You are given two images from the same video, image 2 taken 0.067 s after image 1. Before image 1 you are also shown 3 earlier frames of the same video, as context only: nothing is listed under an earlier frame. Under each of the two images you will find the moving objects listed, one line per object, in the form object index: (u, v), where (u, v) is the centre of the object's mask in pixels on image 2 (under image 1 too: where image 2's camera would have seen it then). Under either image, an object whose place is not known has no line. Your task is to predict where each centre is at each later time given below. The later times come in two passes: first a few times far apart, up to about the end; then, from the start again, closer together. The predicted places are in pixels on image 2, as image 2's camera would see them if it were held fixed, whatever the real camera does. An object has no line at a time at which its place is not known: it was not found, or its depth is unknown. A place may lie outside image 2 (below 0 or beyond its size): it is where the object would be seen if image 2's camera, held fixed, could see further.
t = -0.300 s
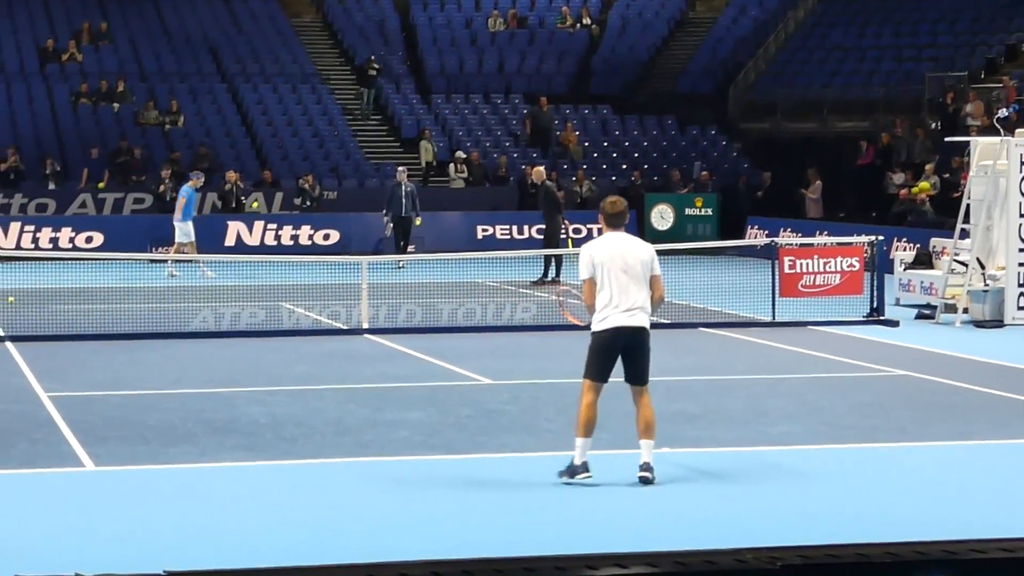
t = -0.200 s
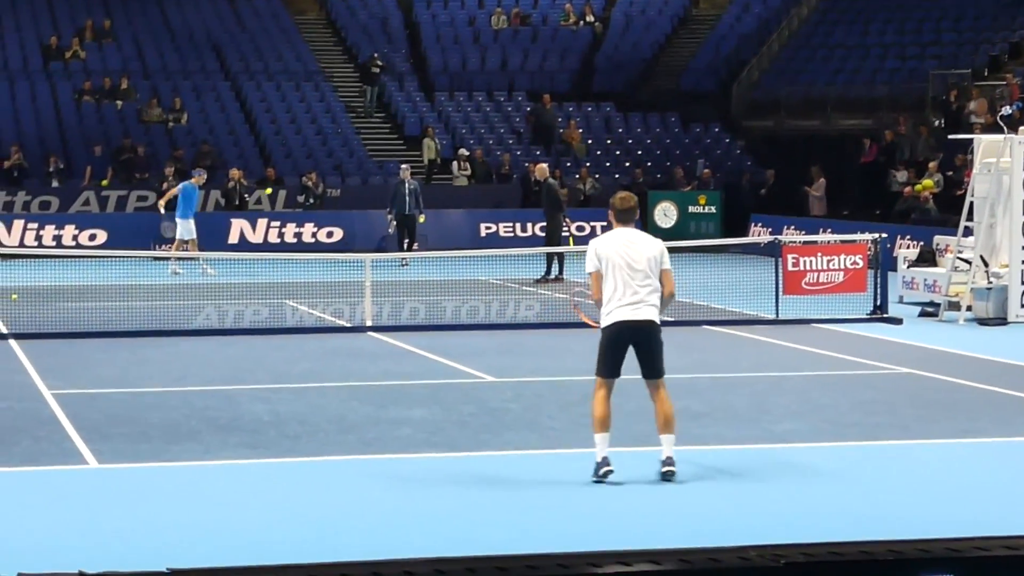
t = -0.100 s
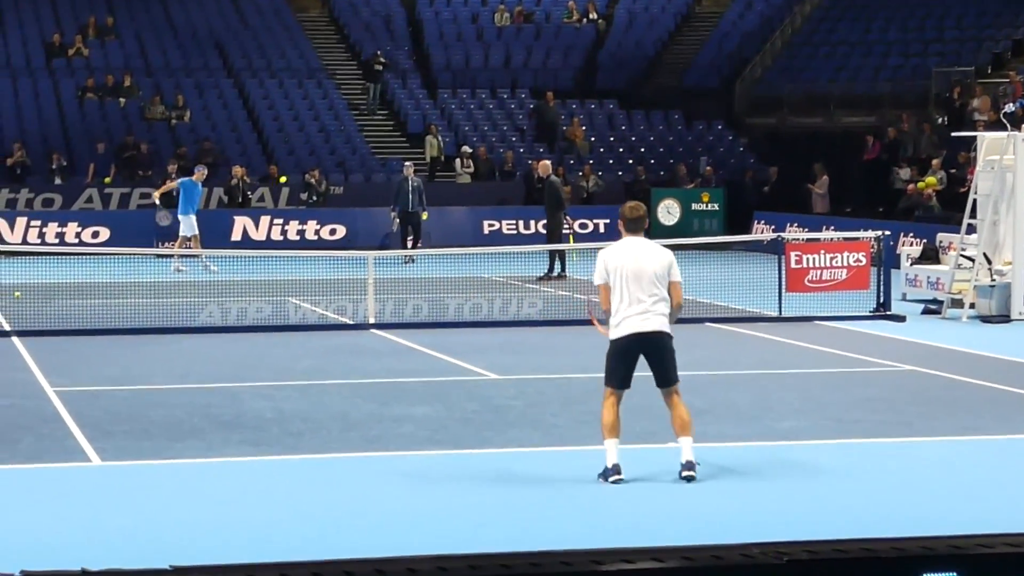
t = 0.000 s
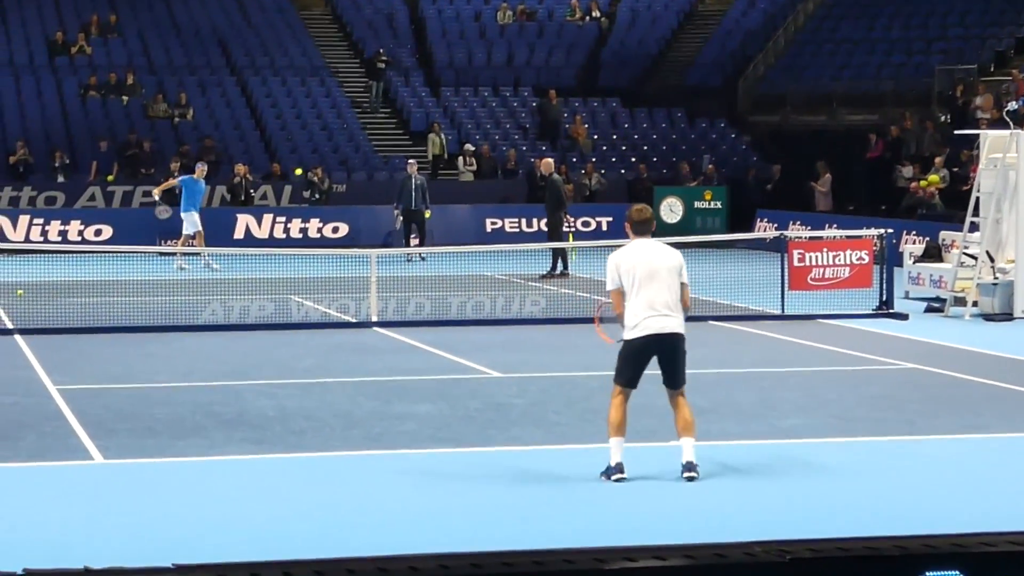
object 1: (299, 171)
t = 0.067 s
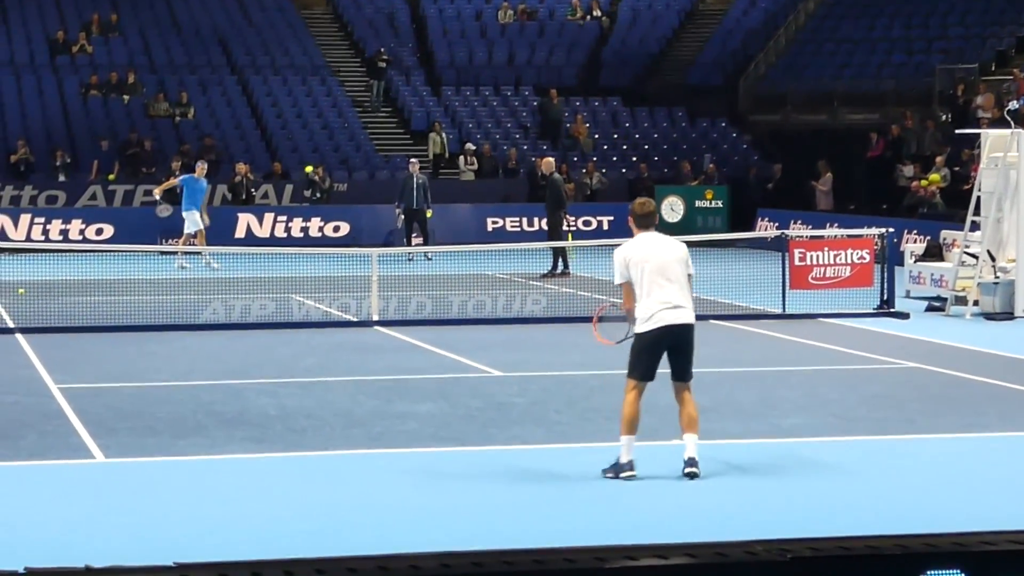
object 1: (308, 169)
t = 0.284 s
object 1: (344, 179)
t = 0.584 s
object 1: (409, 245)
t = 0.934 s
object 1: (514, 403)
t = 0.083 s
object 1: (311, 169)
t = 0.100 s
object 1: (314, 169)
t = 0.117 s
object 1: (316, 169)
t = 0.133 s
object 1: (319, 169)
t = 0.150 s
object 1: (322, 169)
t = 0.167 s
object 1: (324, 170)
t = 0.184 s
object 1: (327, 171)
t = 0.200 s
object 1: (330, 171)
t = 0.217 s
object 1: (333, 173)
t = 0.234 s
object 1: (336, 174)
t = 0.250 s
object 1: (338, 175)
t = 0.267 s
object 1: (342, 177)
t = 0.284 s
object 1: (344, 179)
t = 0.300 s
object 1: (347, 180)
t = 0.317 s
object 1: (351, 182)
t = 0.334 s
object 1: (354, 185)
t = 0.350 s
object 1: (357, 187)
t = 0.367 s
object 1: (361, 190)
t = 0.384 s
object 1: (364, 193)
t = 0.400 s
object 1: (368, 196)
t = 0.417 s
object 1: (371, 199)
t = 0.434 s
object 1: (375, 203)
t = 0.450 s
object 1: (378, 207)
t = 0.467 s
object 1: (382, 211)
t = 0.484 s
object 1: (386, 215)
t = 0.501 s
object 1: (390, 220)
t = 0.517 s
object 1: (393, 224)
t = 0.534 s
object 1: (397, 229)
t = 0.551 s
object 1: (401, 234)
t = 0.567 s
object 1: (406, 240)
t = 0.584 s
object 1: (409, 245)
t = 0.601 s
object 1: (414, 252)
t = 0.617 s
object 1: (418, 258)
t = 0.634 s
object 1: (422, 264)
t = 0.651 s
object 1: (427, 271)
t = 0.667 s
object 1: (432, 278)
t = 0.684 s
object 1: (436, 286)
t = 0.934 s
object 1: (514, 403)
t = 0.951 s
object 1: (519, 398)
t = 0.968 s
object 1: (523, 394)
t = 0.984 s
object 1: (528, 390)
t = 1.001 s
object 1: (532, 386)
